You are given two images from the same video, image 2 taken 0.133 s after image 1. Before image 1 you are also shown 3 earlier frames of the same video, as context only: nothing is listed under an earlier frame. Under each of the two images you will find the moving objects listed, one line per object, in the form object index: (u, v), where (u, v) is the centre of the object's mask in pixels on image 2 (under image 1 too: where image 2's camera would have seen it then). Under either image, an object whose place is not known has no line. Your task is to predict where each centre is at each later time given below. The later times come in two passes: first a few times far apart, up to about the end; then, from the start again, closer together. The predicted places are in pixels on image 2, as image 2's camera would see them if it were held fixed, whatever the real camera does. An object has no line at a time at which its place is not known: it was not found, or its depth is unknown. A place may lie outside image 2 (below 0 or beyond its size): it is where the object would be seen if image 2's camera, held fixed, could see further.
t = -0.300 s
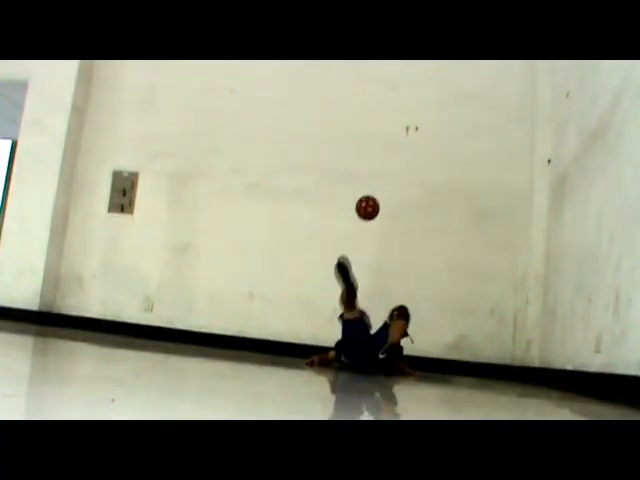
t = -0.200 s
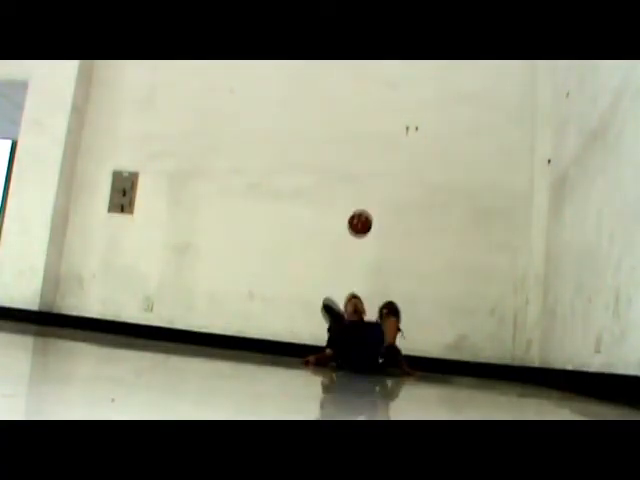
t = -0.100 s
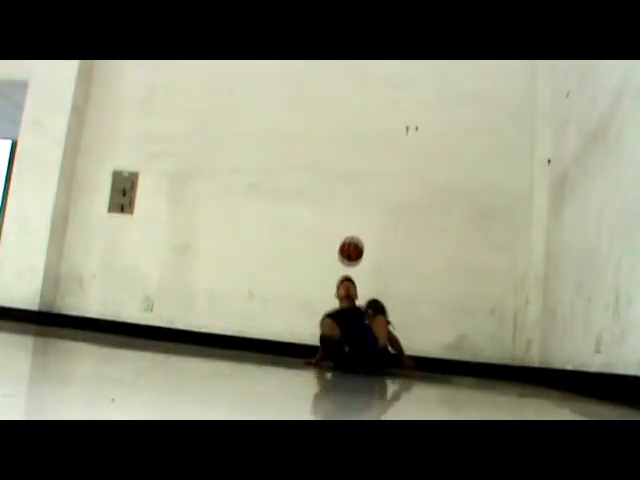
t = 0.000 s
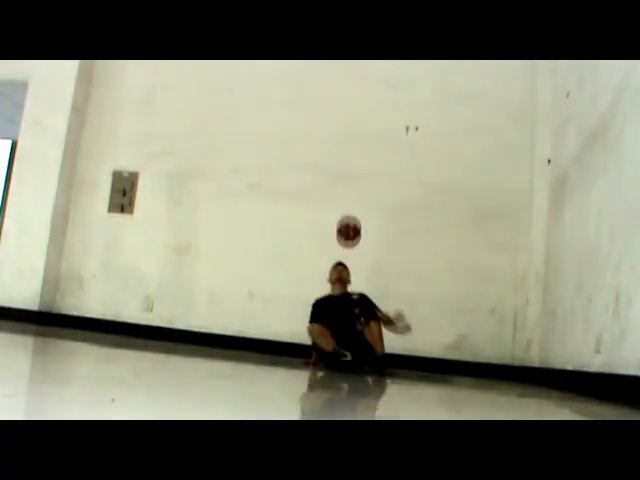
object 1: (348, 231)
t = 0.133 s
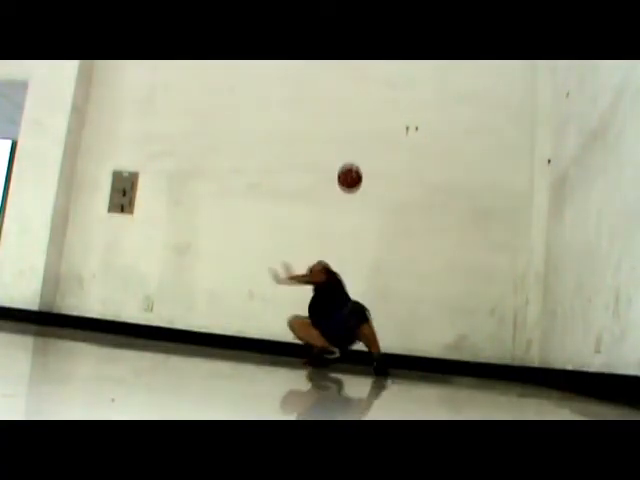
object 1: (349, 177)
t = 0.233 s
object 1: (349, 152)
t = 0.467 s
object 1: (343, 136)
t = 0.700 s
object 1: (331, 186)
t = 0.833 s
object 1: (321, 245)
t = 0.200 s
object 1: (349, 159)
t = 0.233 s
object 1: (349, 152)
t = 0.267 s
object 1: (349, 146)
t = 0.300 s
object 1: (348, 141)
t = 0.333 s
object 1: (347, 138)
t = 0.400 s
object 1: (345, 135)
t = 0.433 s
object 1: (344, 135)
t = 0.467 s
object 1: (343, 136)
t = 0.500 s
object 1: (342, 139)
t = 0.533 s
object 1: (341, 143)
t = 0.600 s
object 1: (337, 156)
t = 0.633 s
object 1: (335, 165)
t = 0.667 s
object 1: (333, 174)
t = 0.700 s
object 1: (331, 186)
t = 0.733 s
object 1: (329, 198)
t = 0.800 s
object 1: (323, 228)
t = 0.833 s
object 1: (321, 245)
